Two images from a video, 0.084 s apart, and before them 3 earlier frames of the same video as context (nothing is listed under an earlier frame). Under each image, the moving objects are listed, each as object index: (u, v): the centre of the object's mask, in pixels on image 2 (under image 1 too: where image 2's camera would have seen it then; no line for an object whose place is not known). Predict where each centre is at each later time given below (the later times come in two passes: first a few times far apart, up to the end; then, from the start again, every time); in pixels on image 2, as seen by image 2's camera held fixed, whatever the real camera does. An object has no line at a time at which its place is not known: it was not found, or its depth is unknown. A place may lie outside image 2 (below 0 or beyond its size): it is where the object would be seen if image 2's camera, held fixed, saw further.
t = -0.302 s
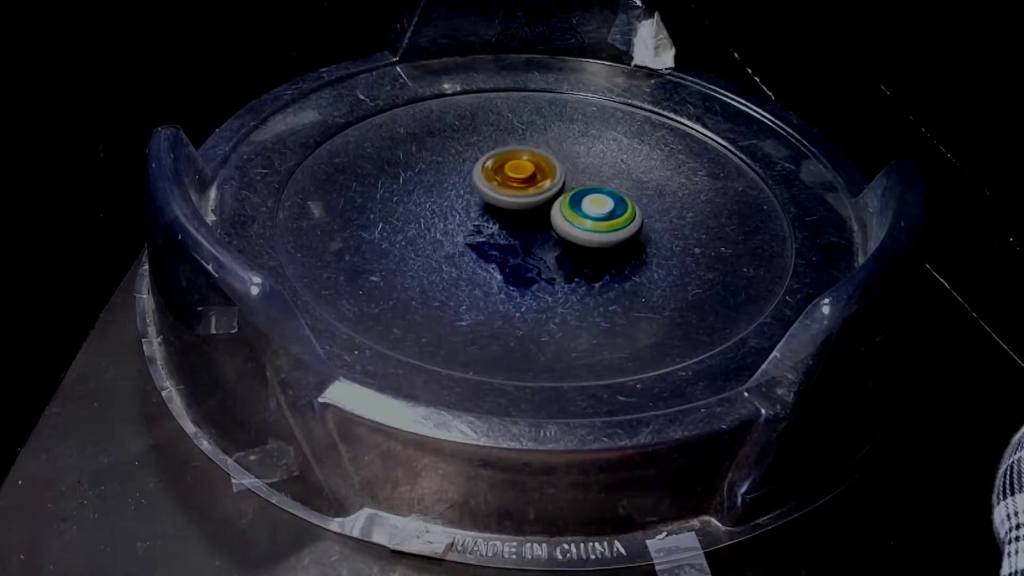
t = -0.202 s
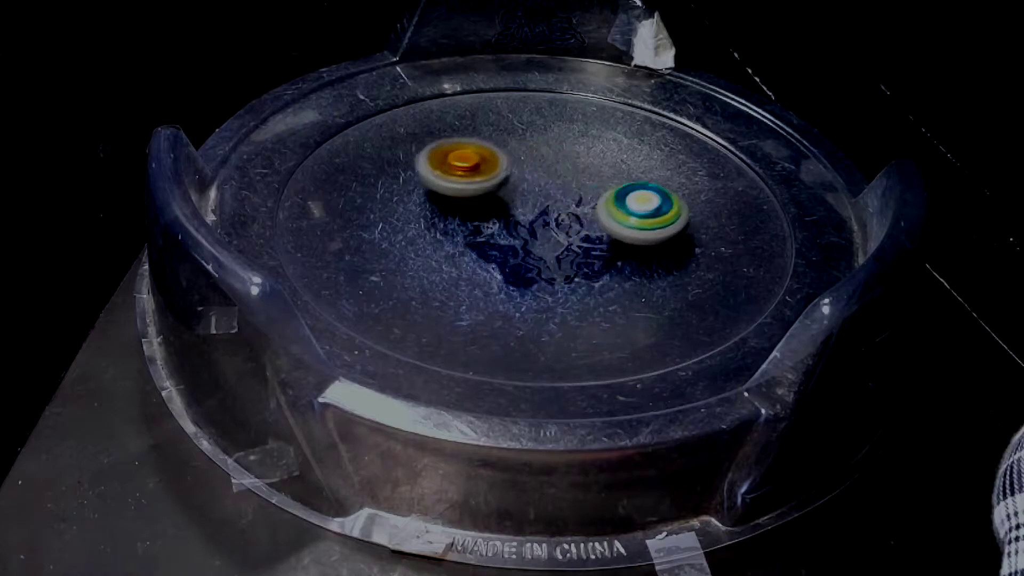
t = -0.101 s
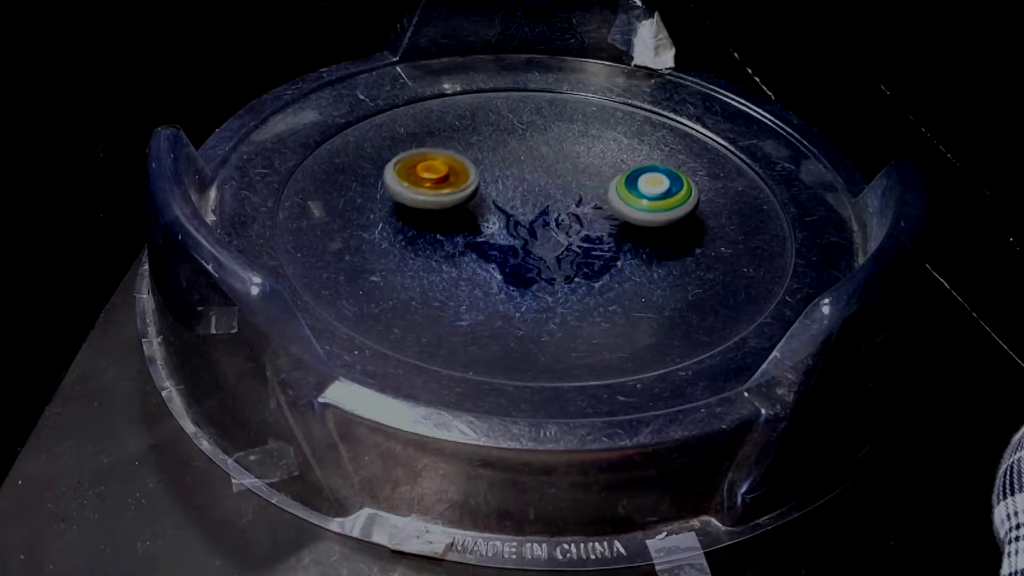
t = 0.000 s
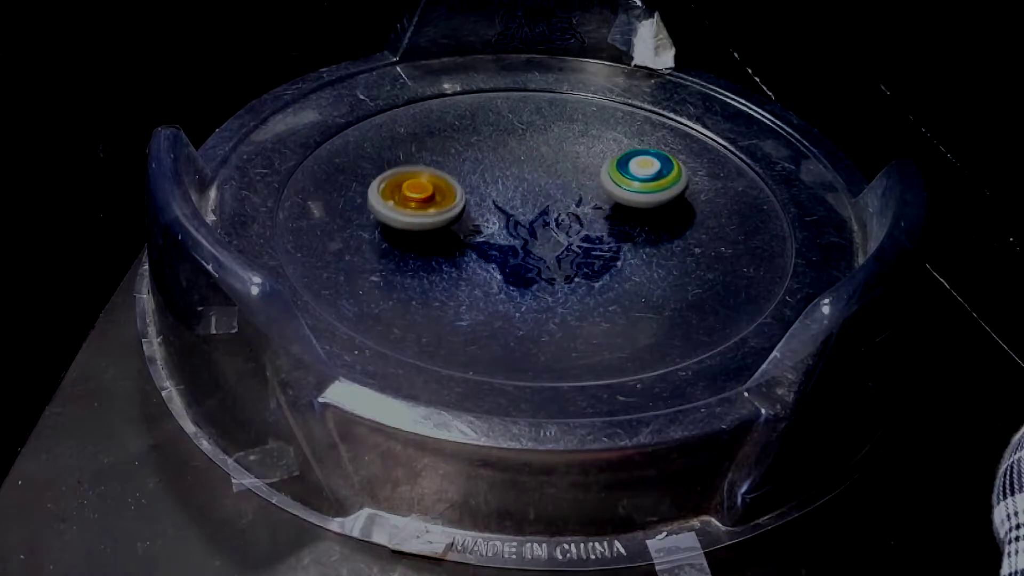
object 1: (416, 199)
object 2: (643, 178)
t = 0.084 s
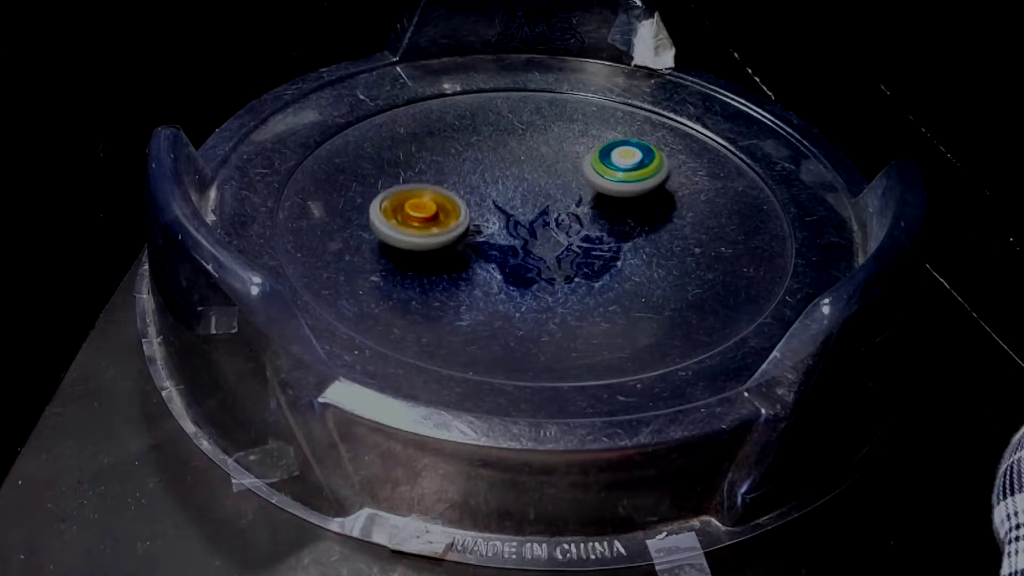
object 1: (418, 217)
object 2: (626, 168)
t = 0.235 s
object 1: (454, 246)
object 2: (580, 164)
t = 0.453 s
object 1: (544, 254)
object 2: (513, 192)
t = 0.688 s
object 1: (654, 228)
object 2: (459, 223)
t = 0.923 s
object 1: (672, 174)
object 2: (479, 268)
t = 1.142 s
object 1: (608, 153)
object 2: (541, 276)
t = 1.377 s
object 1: (515, 173)
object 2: (577, 244)
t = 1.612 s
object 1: (450, 218)
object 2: (551, 202)
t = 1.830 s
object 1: (448, 261)
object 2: (496, 180)
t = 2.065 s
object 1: (511, 280)
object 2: (451, 188)
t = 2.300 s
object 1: (564, 251)
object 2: (454, 209)
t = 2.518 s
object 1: (676, 207)
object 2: (401, 197)
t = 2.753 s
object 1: (684, 137)
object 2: (427, 234)
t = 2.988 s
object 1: (622, 108)
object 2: (522, 245)
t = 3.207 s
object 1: (533, 128)
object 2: (581, 207)
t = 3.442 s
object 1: (465, 186)
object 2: (571, 168)
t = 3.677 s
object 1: (456, 250)
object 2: (538, 160)
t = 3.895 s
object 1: (503, 291)
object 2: (511, 174)
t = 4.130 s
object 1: (576, 290)
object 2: (500, 205)
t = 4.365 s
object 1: (646, 264)
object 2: (492, 215)
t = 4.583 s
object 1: (736, 232)
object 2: (410, 197)
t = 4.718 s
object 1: (727, 200)
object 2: (405, 227)
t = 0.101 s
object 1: (420, 221)
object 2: (622, 167)
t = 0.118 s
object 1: (423, 225)
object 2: (617, 166)
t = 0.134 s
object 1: (425, 228)
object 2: (613, 165)
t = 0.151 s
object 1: (430, 231)
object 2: (607, 164)
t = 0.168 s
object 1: (433, 234)
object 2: (602, 164)
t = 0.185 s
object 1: (438, 238)
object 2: (597, 163)
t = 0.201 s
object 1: (443, 241)
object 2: (592, 163)
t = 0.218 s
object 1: (449, 244)
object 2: (586, 164)
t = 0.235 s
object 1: (454, 246)
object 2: (580, 164)
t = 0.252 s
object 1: (461, 248)
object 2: (574, 165)
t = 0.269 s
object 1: (467, 251)
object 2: (568, 166)
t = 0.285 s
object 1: (474, 252)
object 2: (562, 168)
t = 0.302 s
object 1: (481, 254)
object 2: (556, 169)
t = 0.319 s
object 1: (488, 255)
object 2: (550, 171)
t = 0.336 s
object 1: (495, 256)
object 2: (545, 173)
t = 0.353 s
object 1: (503, 257)
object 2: (539, 175)
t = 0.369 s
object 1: (510, 257)
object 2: (535, 178)
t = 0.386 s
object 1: (517, 257)
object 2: (530, 180)
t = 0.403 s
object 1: (525, 257)
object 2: (525, 183)
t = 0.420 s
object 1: (531, 256)
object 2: (521, 186)
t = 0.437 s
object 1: (538, 255)
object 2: (517, 189)
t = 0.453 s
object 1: (544, 254)
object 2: (513, 192)
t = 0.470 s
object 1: (550, 253)
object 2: (509, 196)
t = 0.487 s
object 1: (556, 251)
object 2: (506, 199)
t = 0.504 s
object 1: (562, 249)
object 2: (503, 202)
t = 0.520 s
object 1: (568, 247)
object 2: (500, 205)
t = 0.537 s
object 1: (572, 245)
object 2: (498, 209)
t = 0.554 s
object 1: (577, 242)
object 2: (497, 213)
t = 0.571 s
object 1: (588, 242)
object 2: (491, 214)
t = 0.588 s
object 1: (604, 242)
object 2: (482, 213)
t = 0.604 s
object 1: (618, 242)
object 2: (474, 212)
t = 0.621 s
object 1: (628, 240)
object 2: (469, 213)
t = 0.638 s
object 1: (637, 237)
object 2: (465, 215)
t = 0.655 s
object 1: (643, 234)
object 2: (462, 217)
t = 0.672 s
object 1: (649, 231)
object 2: (460, 220)
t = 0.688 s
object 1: (654, 228)
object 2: (459, 223)
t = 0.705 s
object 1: (659, 224)
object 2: (458, 227)
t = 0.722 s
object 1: (664, 220)
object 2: (457, 231)
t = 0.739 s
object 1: (667, 216)
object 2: (457, 235)
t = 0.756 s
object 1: (671, 212)
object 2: (457, 238)
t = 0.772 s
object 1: (673, 208)
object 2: (457, 242)
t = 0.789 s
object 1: (676, 204)
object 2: (458, 245)
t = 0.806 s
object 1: (677, 200)
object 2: (459, 248)
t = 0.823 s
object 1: (678, 196)
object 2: (461, 251)
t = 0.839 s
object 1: (679, 192)
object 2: (463, 254)
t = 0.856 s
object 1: (678, 188)
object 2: (466, 258)
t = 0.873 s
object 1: (678, 184)
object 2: (469, 260)
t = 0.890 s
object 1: (676, 181)
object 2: (472, 263)
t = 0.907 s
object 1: (675, 178)
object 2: (475, 266)
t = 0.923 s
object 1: (672, 174)
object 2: (479, 268)
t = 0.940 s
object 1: (669, 171)
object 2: (483, 270)
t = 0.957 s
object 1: (667, 168)
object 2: (488, 272)
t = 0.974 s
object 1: (662, 166)
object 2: (492, 273)
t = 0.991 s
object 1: (659, 164)
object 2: (497, 275)
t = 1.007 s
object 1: (654, 162)
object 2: (502, 276)
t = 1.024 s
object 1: (650, 160)
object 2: (507, 277)
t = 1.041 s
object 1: (644, 158)
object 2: (512, 277)
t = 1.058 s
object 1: (639, 157)
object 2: (517, 278)
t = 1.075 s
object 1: (634, 156)
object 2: (522, 278)
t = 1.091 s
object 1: (628, 155)
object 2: (527, 278)
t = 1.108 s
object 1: (622, 154)
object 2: (532, 277)
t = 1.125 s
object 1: (615, 153)
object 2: (537, 277)
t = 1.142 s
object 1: (608, 153)
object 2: (541, 276)
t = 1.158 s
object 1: (602, 153)
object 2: (546, 275)
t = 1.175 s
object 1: (594, 153)
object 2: (550, 274)
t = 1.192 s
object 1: (588, 154)
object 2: (554, 272)
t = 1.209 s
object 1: (581, 155)
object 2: (558, 271)
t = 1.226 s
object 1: (574, 156)
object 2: (562, 269)
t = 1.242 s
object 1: (568, 157)
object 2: (565, 267)
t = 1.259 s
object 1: (560, 158)
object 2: (568, 264)
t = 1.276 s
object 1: (554, 159)
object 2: (571, 262)
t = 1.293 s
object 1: (546, 161)
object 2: (573, 259)
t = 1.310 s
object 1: (541, 163)
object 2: (575, 256)
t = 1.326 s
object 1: (534, 165)
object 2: (576, 253)
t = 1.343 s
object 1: (528, 168)
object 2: (577, 250)
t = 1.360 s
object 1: (522, 170)
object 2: (577, 247)
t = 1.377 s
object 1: (515, 173)
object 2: (577, 244)
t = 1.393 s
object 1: (510, 176)
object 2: (577, 241)
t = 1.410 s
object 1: (504, 179)
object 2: (576, 238)
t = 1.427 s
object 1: (499, 182)
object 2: (575, 235)
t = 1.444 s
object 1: (493, 185)
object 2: (574, 231)
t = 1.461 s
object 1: (488, 188)
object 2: (572, 228)
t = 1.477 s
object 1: (484, 191)
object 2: (570, 225)
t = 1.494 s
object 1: (479, 195)
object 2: (568, 221)
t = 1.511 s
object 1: (474, 198)
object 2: (567, 218)
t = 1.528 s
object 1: (468, 200)
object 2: (566, 215)
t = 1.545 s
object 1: (464, 204)
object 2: (564, 213)
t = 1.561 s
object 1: (461, 207)
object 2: (561, 210)
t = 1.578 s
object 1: (456, 210)
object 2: (557, 207)
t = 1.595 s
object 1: (454, 214)
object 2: (554, 204)
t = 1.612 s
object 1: (450, 218)
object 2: (551, 202)
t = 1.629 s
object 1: (448, 221)
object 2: (547, 199)
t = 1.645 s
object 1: (446, 224)
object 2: (543, 197)
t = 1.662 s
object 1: (444, 228)
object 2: (539, 195)
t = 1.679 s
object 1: (443, 232)
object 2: (535, 193)
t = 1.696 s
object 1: (441, 235)
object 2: (531, 191)
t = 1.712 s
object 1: (440, 239)
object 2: (527, 189)
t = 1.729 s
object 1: (440, 243)
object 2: (522, 187)
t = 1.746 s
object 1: (440, 246)
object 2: (518, 186)
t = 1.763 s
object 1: (442, 249)
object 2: (514, 184)
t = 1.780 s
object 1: (442, 253)
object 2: (510, 183)
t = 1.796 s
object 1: (444, 255)
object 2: (505, 182)
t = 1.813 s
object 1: (446, 258)
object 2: (501, 181)
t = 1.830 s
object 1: (448, 261)
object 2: (496, 180)
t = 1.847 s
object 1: (451, 264)
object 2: (491, 180)
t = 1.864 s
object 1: (454, 267)
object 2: (487, 179)
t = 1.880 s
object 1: (456, 269)
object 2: (482, 179)
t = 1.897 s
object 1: (461, 271)
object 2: (478, 179)
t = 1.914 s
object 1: (465, 273)
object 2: (474, 179)
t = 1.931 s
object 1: (469, 275)
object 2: (470, 179)
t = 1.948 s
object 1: (474, 276)
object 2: (467, 180)
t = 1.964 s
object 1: (478, 278)
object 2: (463, 181)
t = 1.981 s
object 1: (483, 279)
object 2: (461, 182)
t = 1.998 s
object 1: (488, 280)
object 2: (458, 183)
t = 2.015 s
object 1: (494, 280)
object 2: (456, 184)
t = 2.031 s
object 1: (499, 281)
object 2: (454, 185)
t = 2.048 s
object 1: (504, 281)
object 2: (453, 186)
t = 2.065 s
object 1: (511, 280)
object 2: (451, 188)
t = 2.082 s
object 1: (516, 280)
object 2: (450, 189)
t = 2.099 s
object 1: (521, 279)
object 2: (449, 190)
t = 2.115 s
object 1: (527, 278)
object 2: (448, 192)
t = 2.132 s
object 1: (532, 277)
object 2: (447, 193)
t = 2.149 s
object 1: (537, 275)
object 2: (447, 195)
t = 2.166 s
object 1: (541, 273)
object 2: (447, 197)
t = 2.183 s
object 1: (545, 271)
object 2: (447, 198)
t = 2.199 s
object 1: (549, 269)
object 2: (448, 200)
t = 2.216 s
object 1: (553, 266)
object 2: (448, 201)
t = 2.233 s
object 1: (556, 264)
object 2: (449, 203)
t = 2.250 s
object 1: (558, 260)
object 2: (450, 204)
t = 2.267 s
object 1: (560, 258)
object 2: (452, 206)
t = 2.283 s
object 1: (562, 254)
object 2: (453, 208)
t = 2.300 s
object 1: (564, 251)
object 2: (454, 209)
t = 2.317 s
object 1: (565, 247)
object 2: (456, 210)
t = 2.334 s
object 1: (566, 244)
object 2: (458, 212)
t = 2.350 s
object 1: (566, 241)
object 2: (460, 214)
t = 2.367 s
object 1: (565, 237)
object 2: (463, 215)
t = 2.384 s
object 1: (566, 233)
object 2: (465, 216)
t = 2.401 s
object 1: (565, 229)
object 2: (468, 217)
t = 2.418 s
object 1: (572, 226)
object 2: (463, 216)
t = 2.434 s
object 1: (598, 224)
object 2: (446, 212)
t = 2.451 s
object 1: (616, 221)
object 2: (433, 207)
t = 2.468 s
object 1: (635, 220)
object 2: (420, 203)
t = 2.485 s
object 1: (653, 215)
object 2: (412, 200)
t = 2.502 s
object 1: (665, 211)
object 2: (405, 198)
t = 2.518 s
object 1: (676, 207)
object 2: (401, 197)
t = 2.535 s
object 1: (685, 202)
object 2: (398, 198)
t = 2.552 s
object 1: (690, 197)
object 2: (397, 199)
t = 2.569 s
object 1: (693, 192)
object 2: (397, 202)
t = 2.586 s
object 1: (695, 187)
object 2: (398, 205)
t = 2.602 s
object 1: (695, 181)
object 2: (399, 208)
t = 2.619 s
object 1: (696, 176)
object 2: (400, 211)
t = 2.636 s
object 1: (695, 171)
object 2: (402, 214)
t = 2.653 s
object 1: (694, 166)
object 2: (405, 217)
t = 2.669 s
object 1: (694, 161)
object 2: (407, 220)
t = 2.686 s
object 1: (692, 157)
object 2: (411, 223)
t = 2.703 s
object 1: (691, 151)
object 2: (414, 226)
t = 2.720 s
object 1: (689, 146)
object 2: (418, 228)
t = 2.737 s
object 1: (687, 142)
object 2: (422, 231)
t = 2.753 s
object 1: (684, 137)
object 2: (427, 234)
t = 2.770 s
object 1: (681, 133)
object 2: (432, 236)
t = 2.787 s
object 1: (677, 130)
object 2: (438, 238)
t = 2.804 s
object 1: (674, 126)
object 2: (444, 240)
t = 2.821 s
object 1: (670, 123)
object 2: (450, 242)
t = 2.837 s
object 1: (666, 121)
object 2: (457, 244)
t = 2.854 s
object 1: (662, 118)
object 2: (464, 246)
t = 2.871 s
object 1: (658, 115)
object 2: (472, 247)
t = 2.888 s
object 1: (654, 114)
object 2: (479, 247)
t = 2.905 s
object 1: (649, 112)
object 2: (487, 248)
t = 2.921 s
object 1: (645, 111)
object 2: (495, 248)
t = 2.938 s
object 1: (639, 110)
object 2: (502, 248)
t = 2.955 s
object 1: (634, 109)
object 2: (509, 247)
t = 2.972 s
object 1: (629, 108)
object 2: (516, 246)
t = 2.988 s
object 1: (622, 108)
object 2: (522, 245)
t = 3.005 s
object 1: (616, 108)
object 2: (529, 243)
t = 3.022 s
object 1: (609, 108)
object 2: (535, 242)
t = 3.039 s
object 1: (601, 109)
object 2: (541, 239)
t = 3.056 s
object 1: (594, 109)
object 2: (547, 237)
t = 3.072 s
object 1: (588, 111)
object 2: (553, 235)
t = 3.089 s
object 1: (580, 112)
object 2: (558, 232)
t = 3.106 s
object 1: (572, 114)
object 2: (563, 229)
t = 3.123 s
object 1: (567, 116)
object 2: (567, 225)
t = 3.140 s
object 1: (558, 118)
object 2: (571, 221)
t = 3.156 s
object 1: (553, 120)
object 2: (574, 218)
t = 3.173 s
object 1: (547, 123)
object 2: (577, 214)
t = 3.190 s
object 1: (540, 125)
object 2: (579, 211)
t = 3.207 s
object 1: (533, 128)
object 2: (581, 207)
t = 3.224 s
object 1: (527, 131)
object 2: (582, 204)
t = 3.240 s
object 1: (521, 135)
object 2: (583, 201)
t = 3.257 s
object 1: (515, 138)
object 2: (583, 197)
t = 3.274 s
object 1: (510, 142)
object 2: (583, 194)
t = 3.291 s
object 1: (504, 146)
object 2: (583, 190)
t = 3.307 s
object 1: (499, 150)
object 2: (583, 188)
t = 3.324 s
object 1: (494, 154)
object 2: (582, 185)
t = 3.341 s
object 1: (489, 158)
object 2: (581, 182)
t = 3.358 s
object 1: (484, 163)
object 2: (580, 179)
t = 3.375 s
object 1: (481, 167)
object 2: (578, 176)
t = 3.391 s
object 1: (476, 172)
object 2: (577, 174)
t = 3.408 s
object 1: (472, 176)
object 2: (575, 171)
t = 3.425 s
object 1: (469, 181)
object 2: (573, 169)
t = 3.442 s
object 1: (465, 186)
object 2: (571, 168)
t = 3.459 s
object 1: (463, 191)
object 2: (568, 166)
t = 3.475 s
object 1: (460, 195)
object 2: (566, 165)
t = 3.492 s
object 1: (457, 200)
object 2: (563, 164)
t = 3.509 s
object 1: (456, 205)
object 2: (561, 163)
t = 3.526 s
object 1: (455, 209)
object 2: (559, 162)
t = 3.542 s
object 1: (454, 214)
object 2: (556, 161)
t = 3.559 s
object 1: (453, 219)
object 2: (554, 161)
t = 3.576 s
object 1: (452, 223)
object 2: (552, 160)
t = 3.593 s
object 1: (452, 227)
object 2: (549, 160)
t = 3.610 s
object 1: (453, 232)
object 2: (547, 160)
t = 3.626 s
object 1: (453, 237)
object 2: (545, 160)
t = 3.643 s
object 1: (453, 241)
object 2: (542, 160)
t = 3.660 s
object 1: (455, 245)
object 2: (540, 160)
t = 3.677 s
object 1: (456, 250)
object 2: (538, 160)
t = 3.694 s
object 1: (458, 254)
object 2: (535, 161)
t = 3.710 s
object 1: (460, 257)
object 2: (533, 162)
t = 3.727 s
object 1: (462, 261)
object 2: (531, 162)
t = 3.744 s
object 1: (465, 265)
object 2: (528, 163)
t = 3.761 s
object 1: (468, 269)
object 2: (526, 164)
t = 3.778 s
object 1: (472, 272)
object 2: (525, 165)
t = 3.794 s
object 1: (475, 276)
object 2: (522, 165)
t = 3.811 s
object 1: (479, 279)
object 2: (520, 167)
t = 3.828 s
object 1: (484, 282)
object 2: (518, 168)
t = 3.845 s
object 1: (488, 284)
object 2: (516, 169)
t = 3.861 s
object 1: (493, 287)
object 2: (514, 171)
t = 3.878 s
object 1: (498, 289)
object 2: (512, 172)
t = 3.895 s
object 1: (503, 291)
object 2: (511, 174)
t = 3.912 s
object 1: (508, 292)
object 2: (509, 176)
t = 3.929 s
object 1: (514, 294)
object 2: (508, 178)
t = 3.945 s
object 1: (519, 295)
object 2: (506, 180)
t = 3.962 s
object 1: (525, 296)
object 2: (505, 182)
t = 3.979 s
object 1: (531, 297)
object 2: (504, 185)
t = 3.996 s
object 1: (536, 297)
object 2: (503, 187)
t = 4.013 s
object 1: (542, 297)
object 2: (502, 189)
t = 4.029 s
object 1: (547, 297)
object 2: (501, 191)
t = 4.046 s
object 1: (553, 297)
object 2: (500, 194)
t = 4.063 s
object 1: (558, 296)
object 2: (499, 195)
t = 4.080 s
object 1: (563, 295)
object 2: (499, 198)
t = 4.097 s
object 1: (568, 294)
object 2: (499, 200)
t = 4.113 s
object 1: (573, 292)
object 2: (499, 202)
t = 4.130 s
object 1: (576, 290)
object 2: (500, 205)
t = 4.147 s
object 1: (580, 289)
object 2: (500, 207)
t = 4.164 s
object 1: (584, 286)
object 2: (501, 210)
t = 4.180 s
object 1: (587, 284)
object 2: (503, 213)
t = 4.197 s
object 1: (590, 281)
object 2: (504, 215)
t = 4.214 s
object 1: (592, 279)
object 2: (506, 218)
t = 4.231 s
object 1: (594, 276)
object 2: (508, 221)
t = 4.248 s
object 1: (596, 272)
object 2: (511, 223)
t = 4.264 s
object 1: (597, 269)
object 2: (514, 226)
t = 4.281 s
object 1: (597, 266)
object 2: (517, 229)
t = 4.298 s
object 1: (598, 262)
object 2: (519, 231)
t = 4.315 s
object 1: (602, 261)
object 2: (519, 232)
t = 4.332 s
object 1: (607, 259)
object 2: (519, 232)
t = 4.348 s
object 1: (627, 262)
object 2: (507, 224)
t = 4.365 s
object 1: (646, 264)
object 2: (492, 215)
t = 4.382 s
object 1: (665, 266)
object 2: (480, 208)
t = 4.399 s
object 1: (679, 267)
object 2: (468, 200)
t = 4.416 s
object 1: (691, 267)
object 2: (458, 194)
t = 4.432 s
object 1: (701, 265)
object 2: (451, 189)
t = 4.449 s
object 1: (708, 263)
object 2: (444, 185)
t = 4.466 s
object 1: (713, 260)
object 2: (438, 183)
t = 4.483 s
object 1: (718, 256)
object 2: (433, 182)
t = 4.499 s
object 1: (723, 252)
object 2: (429, 182)
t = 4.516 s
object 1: (726, 248)
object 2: (425, 184)
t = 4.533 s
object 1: (729, 244)
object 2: (421, 186)
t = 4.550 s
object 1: (732, 240)
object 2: (417, 189)
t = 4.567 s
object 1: (734, 236)
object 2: (413, 193)
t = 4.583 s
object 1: (736, 232)
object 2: (410, 197)
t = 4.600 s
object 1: (736, 228)
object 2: (407, 201)
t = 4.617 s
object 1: (737, 223)
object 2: (405, 204)
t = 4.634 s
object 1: (737, 219)
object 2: (404, 208)
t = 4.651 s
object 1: (735, 216)
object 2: (403, 212)
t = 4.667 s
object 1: (734, 211)
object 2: (403, 216)
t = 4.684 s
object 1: (733, 207)
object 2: (403, 219)
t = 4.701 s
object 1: (730, 204)
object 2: (404, 223)
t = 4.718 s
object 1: (727, 200)
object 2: (405, 227)
